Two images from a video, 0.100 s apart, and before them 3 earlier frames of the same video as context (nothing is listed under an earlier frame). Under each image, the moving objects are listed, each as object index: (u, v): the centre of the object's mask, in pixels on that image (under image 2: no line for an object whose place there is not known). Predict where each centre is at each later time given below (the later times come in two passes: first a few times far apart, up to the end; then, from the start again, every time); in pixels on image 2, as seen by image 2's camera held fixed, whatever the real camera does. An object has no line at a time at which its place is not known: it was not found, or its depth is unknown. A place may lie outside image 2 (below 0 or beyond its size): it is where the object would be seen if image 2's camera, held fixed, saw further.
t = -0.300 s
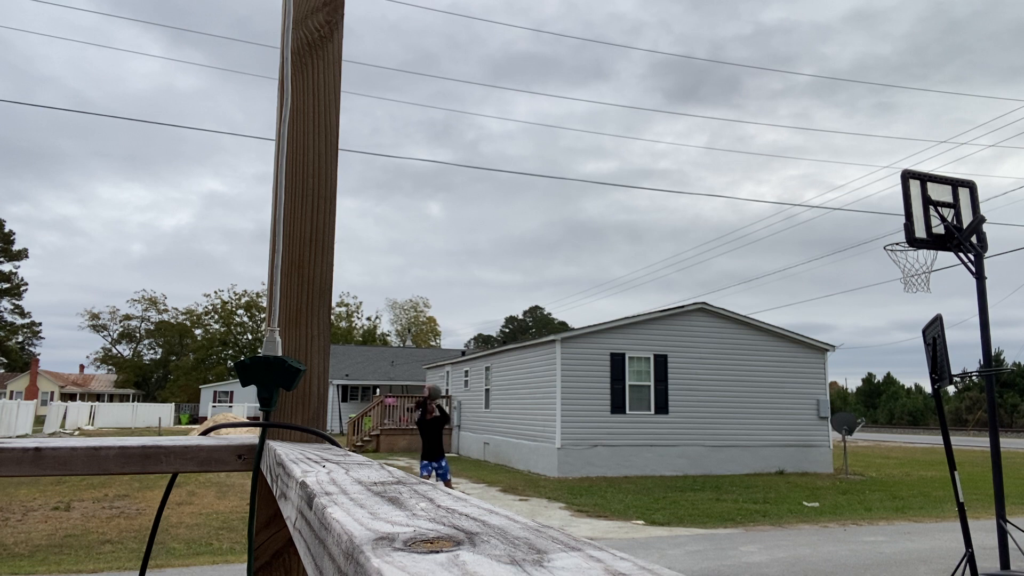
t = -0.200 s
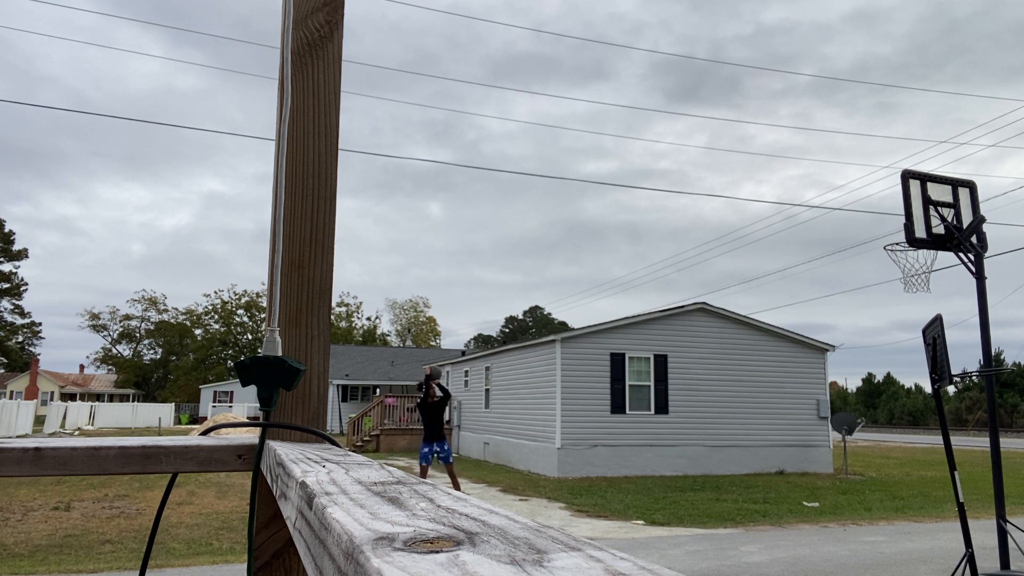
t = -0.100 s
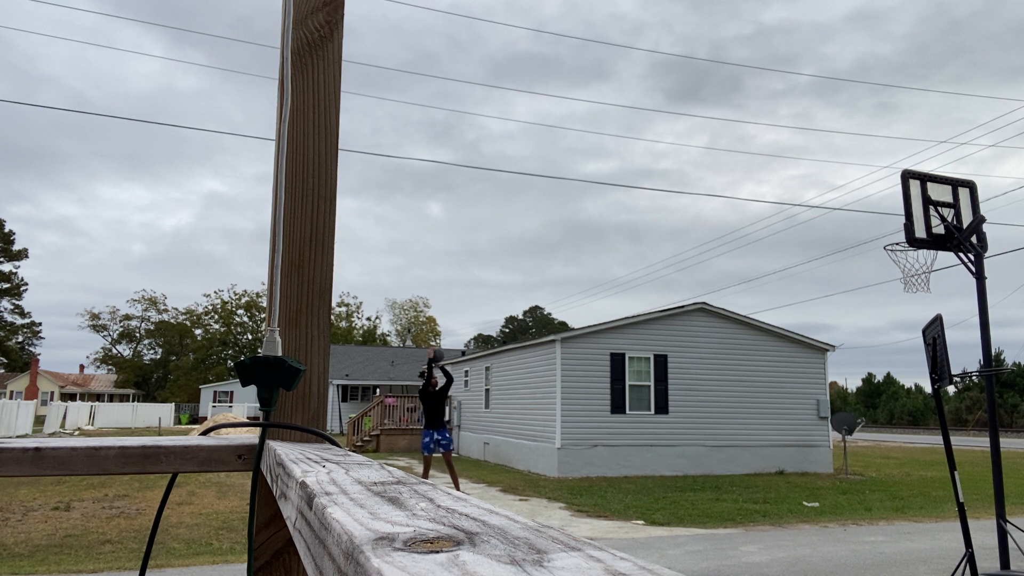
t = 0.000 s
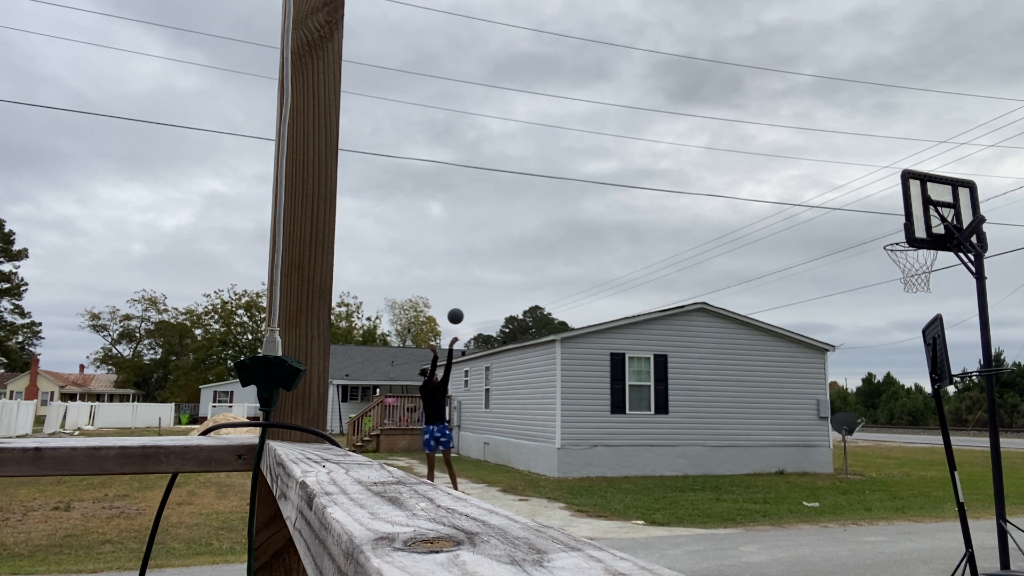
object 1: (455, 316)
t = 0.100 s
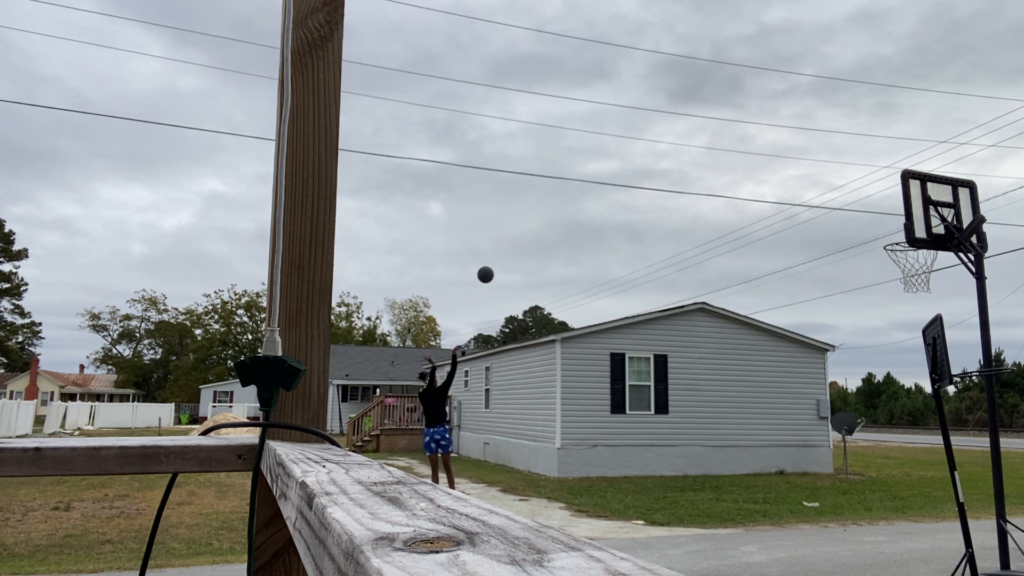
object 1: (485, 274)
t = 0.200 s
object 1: (516, 238)
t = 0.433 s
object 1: (594, 177)
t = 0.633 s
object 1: (670, 153)
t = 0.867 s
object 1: (774, 164)
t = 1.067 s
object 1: (882, 216)
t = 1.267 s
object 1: (889, 202)
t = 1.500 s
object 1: (844, 204)
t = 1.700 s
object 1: (810, 244)
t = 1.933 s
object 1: (776, 331)
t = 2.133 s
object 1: (750, 440)
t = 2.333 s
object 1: (730, 508)
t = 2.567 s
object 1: (715, 410)
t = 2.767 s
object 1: (706, 369)
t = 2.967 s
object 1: (699, 363)
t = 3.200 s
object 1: (692, 400)
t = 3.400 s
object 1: (687, 468)
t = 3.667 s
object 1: (674, 486)
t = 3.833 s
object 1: (661, 446)
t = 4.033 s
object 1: (646, 430)
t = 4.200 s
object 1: (635, 444)
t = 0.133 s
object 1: (496, 262)
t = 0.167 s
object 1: (506, 250)
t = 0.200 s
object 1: (516, 238)
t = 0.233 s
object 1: (527, 227)
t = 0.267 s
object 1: (538, 217)
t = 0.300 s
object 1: (549, 208)
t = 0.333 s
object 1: (560, 199)
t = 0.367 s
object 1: (571, 191)
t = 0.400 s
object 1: (583, 184)
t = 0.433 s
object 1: (594, 177)
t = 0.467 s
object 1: (606, 172)
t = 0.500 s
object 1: (619, 166)
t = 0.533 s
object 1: (631, 162)
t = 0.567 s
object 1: (644, 158)
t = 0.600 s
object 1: (657, 155)
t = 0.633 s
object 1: (670, 153)
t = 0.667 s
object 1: (684, 152)
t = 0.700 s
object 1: (698, 151)
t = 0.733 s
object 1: (712, 152)
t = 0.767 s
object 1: (727, 153)
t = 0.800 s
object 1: (742, 156)
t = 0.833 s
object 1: (758, 159)
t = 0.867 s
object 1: (774, 164)
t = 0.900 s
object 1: (790, 170)
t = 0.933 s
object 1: (808, 176)
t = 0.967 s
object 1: (825, 184)
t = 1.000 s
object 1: (844, 193)
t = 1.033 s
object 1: (862, 204)
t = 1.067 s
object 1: (882, 216)
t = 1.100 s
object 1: (897, 229)
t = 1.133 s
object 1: (902, 227)
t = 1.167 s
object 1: (902, 218)
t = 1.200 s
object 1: (898, 211)
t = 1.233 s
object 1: (895, 206)
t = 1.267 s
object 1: (889, 202)
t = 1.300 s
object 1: (882, 199)
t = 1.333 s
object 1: (875, 197)
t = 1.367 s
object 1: (869, 197)
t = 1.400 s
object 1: (862, 197)
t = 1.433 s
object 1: (856, 198)
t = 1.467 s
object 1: (850, 201)
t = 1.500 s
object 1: (844, 204)
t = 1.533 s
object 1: (838, 209)
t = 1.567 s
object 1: (832, 214)
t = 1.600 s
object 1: (827, 220)
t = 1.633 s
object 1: (821, 227)
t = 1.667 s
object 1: (816, 235)
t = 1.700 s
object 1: (810, 244)
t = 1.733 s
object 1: (805, 253)
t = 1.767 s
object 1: (800, 264)
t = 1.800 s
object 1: (795, 276)
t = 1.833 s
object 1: (790, 288)
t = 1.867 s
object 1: (786, 301)
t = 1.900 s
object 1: (781, 316)
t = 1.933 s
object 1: (776, 331)
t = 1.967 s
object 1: (772, 347)
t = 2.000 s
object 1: (767, 363)
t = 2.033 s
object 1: (763, 381)
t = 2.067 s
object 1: (759, 400)
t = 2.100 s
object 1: (755, 419)
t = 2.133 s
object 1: (750, 440)
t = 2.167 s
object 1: (746, 461)
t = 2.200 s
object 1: (742, 483)
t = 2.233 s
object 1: (738, 505)
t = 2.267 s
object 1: (734, 530)
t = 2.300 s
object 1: (732, 527)
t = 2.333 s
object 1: (730, 508)
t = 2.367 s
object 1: (727, 490)
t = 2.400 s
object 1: (725, 474)
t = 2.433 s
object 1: (723, 459)
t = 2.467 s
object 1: (721, 445)
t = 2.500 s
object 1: (719, 433)
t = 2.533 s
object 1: (717, 421)
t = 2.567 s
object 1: (715, 410)
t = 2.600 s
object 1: (714, 401)
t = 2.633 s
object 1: (712, 392)
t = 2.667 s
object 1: (710, 385)
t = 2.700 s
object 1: (709, 379)
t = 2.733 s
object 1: (708, 374)
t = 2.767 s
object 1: (706, 369)
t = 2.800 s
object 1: (705, 366)
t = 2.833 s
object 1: (704, 363)
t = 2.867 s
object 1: (703, 362)
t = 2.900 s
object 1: (701, 361)
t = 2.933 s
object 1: (700, 362)
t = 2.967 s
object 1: (699, 363)
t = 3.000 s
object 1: (698, 365)
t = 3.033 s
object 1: (697, 369)
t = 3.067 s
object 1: (696, 373)
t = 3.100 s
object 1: (695, 378)
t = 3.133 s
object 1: (694, 384)
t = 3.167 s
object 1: (693, 391)
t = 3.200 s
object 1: (692, 400)
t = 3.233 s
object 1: (691, 409)
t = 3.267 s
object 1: (690, 418)
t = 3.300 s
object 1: (689, 429)
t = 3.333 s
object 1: (689, 441)
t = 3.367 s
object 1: (688, 455)
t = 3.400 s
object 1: (687, 468)
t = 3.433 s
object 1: (687, 484)
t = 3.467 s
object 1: (686, 499)
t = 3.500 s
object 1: (685, 516)
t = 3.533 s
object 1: (685, 535)
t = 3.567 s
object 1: (682, 524)
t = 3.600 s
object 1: (679, 510)
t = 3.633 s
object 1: (677, 498)
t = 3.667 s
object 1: (674, 486)
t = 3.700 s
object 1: (671, 476)
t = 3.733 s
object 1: (668, 467)
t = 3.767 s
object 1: (666, 459)
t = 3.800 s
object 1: (663, 452)
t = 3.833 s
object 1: (661, 446)
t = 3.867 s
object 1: (658, 441)
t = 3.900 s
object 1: (656, 437)
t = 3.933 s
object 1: (653, 434)
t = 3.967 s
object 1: (651, 432)
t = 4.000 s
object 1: (648, 431)
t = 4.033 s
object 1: (646, 430)
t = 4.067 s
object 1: (644, 431)
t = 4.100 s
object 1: (642, 433)
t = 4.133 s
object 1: (640, 435)
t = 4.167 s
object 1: (637, 439)
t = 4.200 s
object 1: (635, 444)
